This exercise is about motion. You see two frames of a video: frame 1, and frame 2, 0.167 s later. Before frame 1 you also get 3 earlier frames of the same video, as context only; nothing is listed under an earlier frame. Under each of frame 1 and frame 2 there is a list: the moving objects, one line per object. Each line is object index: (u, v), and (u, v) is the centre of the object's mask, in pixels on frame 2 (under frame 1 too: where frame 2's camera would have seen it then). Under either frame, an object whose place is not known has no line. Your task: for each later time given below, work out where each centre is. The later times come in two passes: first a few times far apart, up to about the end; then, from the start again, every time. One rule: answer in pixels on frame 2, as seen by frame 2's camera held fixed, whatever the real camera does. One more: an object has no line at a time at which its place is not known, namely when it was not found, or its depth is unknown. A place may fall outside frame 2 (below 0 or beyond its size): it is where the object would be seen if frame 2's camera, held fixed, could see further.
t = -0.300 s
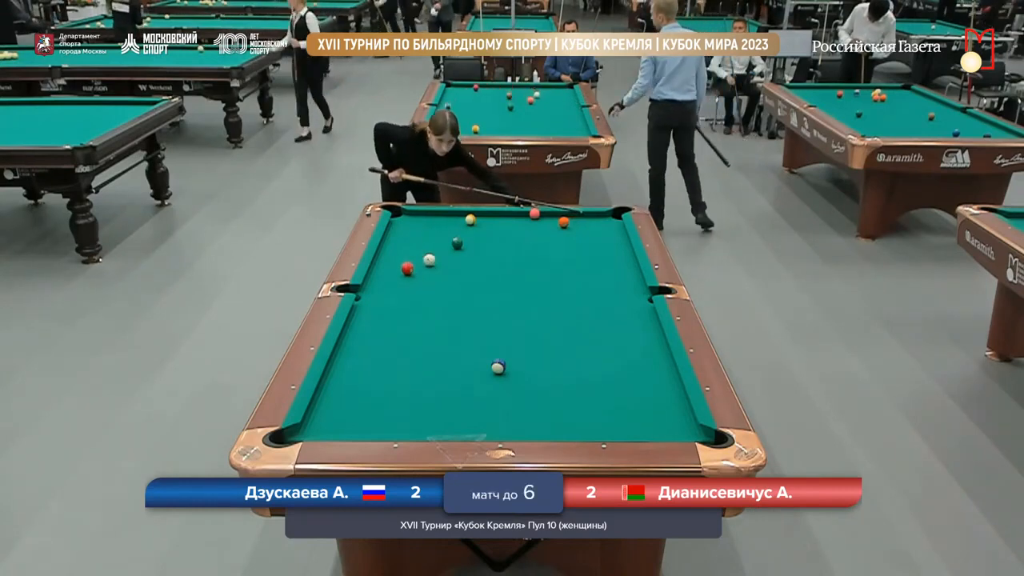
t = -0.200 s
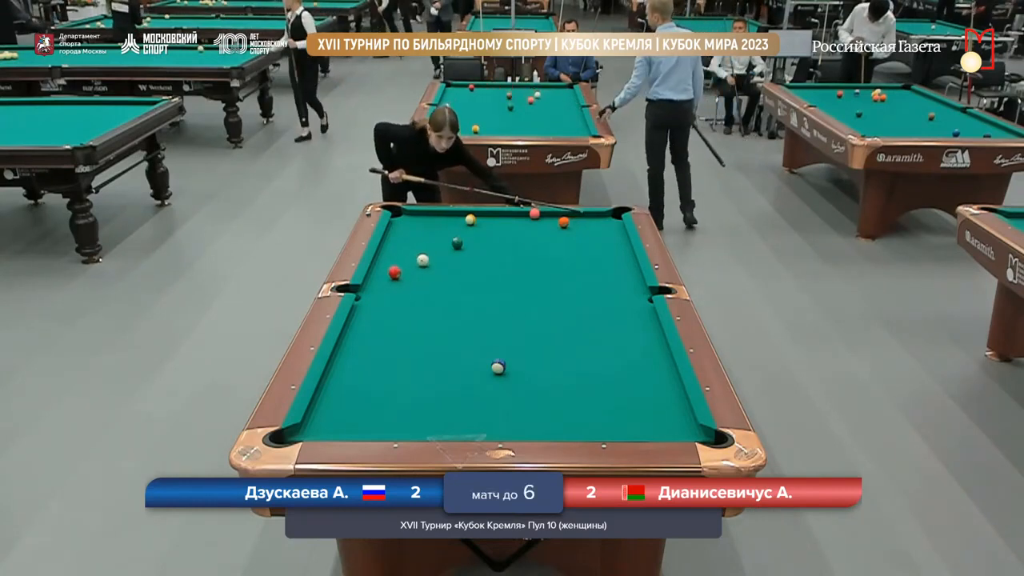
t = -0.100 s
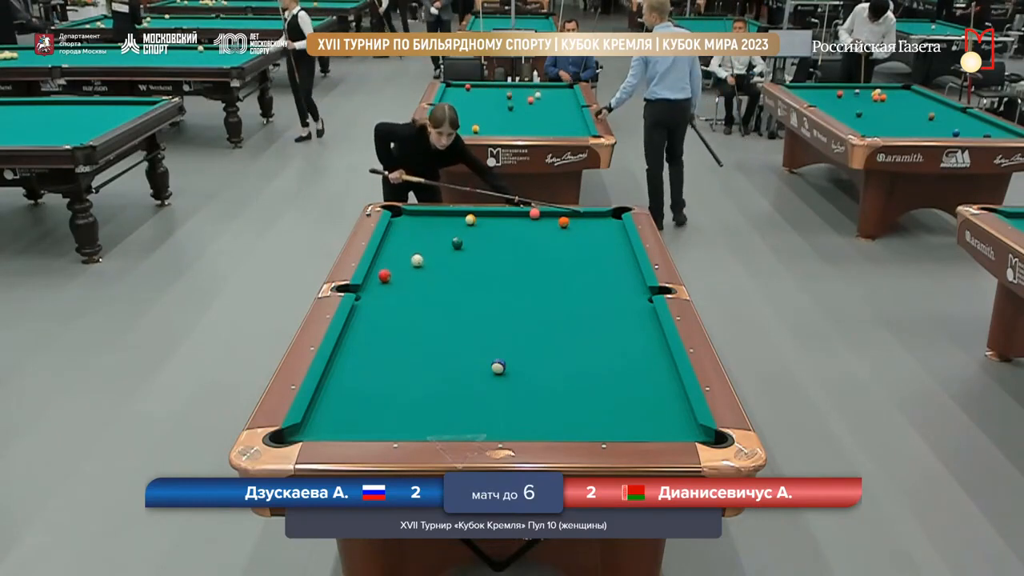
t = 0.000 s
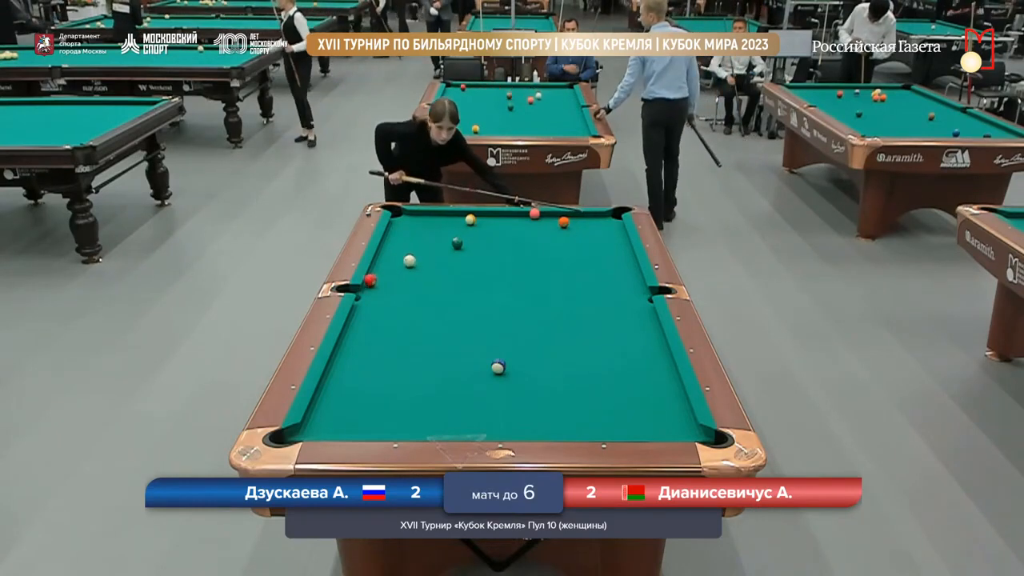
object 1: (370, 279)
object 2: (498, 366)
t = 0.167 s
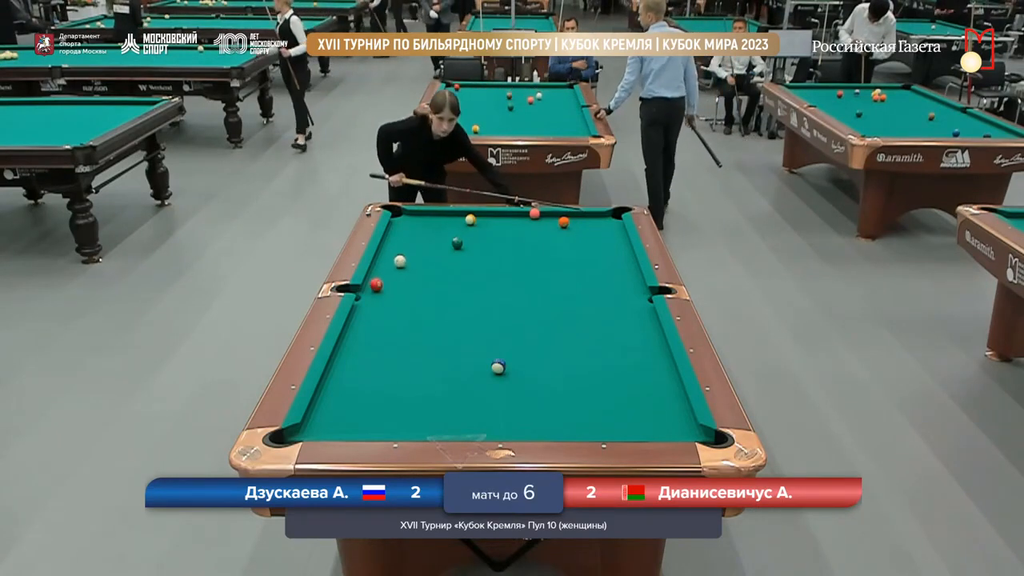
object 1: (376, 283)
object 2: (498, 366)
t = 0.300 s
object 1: (381, 287)
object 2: (498, 366)
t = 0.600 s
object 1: (393, 295)
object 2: (498, 366)
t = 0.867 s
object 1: (403, 303)
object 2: (498, 366)
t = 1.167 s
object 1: (414, 311)
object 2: (498, 366)
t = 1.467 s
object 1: (425, 319)
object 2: (498, 366)
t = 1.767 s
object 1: (435, 327)
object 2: (498, 366)
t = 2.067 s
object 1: (446, 335)
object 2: (498, 366)
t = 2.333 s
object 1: (454, 341)
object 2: (498, 366)
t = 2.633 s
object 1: (464, 349)
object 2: (498, 366)
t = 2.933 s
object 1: (473, 355)
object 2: (498, 366)
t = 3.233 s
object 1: (482, 362)
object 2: (498, 366)
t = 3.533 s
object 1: (483, 366)
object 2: (503, 367)
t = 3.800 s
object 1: (483, 369)
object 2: (508, 368)
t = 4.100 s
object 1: (483, 371)
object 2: (511, 368)
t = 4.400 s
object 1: (483, 373)
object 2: (512, 368)
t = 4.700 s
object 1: (483, 373)
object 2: (512, 368)
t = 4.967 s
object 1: (483, 373)
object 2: (512, 368)
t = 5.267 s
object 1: (483, 373)
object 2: (512, 368)
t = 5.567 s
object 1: (483, 373)
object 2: (512, 368)
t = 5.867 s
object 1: (483, 373)
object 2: (512, 368)
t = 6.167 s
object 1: (483, 372)
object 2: (512, 368)
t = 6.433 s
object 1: (483, 372)
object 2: (512, 368)
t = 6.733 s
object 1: (483, 372)
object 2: (512, 368)
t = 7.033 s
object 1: (483, 373)
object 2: (512, 368)
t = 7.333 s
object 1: (483, 372)
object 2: (512, 368)
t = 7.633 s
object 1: (483, 373)
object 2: (512, 368)
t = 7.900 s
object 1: (483, 373)
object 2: (512, 368)
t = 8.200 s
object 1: (483, 373)
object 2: (512, 368)
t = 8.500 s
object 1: (483, 373)
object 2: (512, 368)
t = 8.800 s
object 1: (483, 373)
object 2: (512, 368)
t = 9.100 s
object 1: (483, 373)
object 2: (512, 368)
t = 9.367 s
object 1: (483, 373)
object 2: (512, 368)
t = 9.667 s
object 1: (483, 373)
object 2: (512, 368)
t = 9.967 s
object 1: (483, 373)
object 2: (512, 368)
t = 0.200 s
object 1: (377, 284)
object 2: (498, 366)
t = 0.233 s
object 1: (378, 285)
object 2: (498, 366)
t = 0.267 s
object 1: (379, 286)
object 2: (498, 366)
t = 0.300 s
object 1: (381, 287)
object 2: (498, 366)
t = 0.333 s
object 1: (382, 288)
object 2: (498, 366)
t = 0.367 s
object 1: (384, 289)
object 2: (498, 366)
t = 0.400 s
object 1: (385, 290)
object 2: (498, 366)
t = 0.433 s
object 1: (386, 291)
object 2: (498, 366)
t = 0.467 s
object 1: (388, 292)
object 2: (498, 366)
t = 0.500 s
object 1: (389, 293)
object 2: (498, 366)
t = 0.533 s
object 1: (391, 294)
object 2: (498, 366)
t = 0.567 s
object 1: (392, 295)
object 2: (498, 366)
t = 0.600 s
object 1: (393, 295)
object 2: (498, 366)
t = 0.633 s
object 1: (394, 296)
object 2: (498, 366)
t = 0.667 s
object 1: (395, 297)
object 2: (498, 366)
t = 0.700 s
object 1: (396, 298)
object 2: (498, 366)
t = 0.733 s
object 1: (398, 299)
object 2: (498, 366)
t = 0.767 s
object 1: (399, 300)
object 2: (498, 366)
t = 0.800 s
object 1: (401, 301)
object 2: (498, 366)
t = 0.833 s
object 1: (402, 302)
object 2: (498, 366)
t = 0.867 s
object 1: (403, 303)
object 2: (498, 366)
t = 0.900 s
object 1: (405, 304)
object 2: (498, 366)
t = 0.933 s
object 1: (406, 305)
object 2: (498, 366)
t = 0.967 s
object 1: (406, 305)
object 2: (498, 366)
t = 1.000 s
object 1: (408, 306)
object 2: (498, 366)
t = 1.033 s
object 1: (409, 307)
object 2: (498, 366)
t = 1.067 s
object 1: (411, 308)
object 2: (498, 366)
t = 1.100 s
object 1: (412, 309)
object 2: (498, 366)
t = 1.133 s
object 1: (413, 310)
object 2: (498, 366)
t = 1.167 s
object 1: (414, 311)
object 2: (498, 366)
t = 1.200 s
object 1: (416, 312)
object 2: (498, 366)
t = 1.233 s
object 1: (417, 313)
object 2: (498, 366)
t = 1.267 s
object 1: (418, 314)
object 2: (498, 366)
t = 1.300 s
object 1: (419, 315)
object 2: (498, 366)
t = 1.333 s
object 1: (421, 316)
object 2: (498, 366)
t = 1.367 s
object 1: (422, 317)
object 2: (498, 366)
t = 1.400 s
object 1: (423, 317)
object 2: (498, 366)
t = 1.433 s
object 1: (424, 318)
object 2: (498, 366)
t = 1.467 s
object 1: (425, 319)
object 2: (498, 366)
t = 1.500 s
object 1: (426, 320)
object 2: (498, 366)
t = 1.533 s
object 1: (428, 321)
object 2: (498, 366)
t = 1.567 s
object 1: (428, 322)
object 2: (498, 366)
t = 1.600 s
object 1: (430, 323)
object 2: (498, 366)
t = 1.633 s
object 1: (431, 324)
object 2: (498, 366)
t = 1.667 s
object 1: (432, 325)
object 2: (498, 366)
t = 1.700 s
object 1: (434, 325)
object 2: (498, 366)
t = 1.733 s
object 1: (435, 326)
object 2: (498, 366)
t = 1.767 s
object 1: (435, 327)
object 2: (498, 366)
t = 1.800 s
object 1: (437, 328)
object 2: (498, 366)
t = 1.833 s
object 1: (438, 329)
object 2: (498, 366)
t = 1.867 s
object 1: (439, 330)
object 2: (498, 366)
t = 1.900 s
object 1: (440, 331)
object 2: (498, 366)
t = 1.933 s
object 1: (441, 331)
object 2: (498, 366)
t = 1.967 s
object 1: (443, 332)
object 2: (498, 366)
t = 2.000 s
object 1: (444, 333)
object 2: (498, 366)
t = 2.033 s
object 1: (445, 334)
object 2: (498, 366)
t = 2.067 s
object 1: (446, 335)
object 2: (498, 366)
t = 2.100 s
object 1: (447, 336)
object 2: (498, 366)
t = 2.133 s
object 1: (448, 337)
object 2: (498, 366)
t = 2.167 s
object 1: (449, 337)
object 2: (498, 366)
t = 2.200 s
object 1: (450, 338)
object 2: (498, 366)
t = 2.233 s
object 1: (451, 339)
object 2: (498, 366)
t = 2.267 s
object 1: (453, 340)
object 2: (498, 366)
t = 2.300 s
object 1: (454, 341)
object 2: (498, 366)
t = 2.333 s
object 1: (454, 341)
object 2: (498, 366)
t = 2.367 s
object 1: (456, 343)
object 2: (498, 366)
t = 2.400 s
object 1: (457, 344)
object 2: (498, 366)
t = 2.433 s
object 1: (458, 345)
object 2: (498, 366)
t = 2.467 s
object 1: (460, 345)
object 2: (498, 366)
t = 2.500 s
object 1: (460, 346)
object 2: (498, 366)
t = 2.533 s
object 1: (461, 347)
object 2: (498, 366)
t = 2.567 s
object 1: (462, 347)
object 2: (498, 366)
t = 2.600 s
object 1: (463, 348)
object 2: (498, 366)
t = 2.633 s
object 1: (464, 349)
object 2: (498, 366)
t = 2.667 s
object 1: (466, 350)
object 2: (498, 366)
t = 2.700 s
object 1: (466, 350)
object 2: (498, 366)
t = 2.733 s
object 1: (467, 351)
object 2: (498, 366)
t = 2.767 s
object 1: (469, 352)
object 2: (498, 366)
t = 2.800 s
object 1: (470, 353)
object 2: (498, 366)
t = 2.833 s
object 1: (471, 354)
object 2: (498, 366)
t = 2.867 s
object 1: (471, 354)
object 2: (498, 366)
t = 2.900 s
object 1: (472, 355)
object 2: (498, 366)
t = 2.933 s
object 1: (473, 355)
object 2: (498, 366)
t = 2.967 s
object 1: (474, 356)
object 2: (498, 366)
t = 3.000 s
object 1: (475, 357)
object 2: (498, 366)
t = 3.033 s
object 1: (476, 358)
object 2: (498, 366)
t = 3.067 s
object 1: (477, 358)
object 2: (498, 366)
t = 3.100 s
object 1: (478, 359)
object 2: (498, 366)
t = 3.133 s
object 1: (479, 359)
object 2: (498, 366)
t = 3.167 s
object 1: (480, 361)
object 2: (498, 366)
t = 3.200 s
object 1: (481, 362)
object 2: (498, 366)
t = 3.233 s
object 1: (482, 362)
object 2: (498, 366)
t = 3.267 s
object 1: (482, 362)
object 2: (498, 366)
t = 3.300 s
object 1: (483, 363)
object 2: (498, 366)
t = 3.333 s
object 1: (483, 363)
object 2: (499, 366)
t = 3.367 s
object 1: (483, 364)
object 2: (500, 366)
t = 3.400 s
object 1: (483, 364)
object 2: (501, 367)
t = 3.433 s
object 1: (483, 365)
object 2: (502, 367)
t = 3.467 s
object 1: (483, 365)
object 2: (502, 367)
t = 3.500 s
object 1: (483, 365)
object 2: (503, 367)
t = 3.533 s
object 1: (483, 366)
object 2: (503, 367)
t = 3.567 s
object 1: (483, 366)
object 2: (504, 367)
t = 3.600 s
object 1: (483, 367)
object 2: (505, 367)
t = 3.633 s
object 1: (483, 367)
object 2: (505, 367)
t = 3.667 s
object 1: (483, 367)
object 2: (506, 367)
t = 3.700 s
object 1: (483, 368)
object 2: (506, 367)
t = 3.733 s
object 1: (483, 368)
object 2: (507, 367)
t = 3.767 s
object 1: (483, 368)
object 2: (507, 368)
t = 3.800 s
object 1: (483, 369)
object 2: (508, 368)
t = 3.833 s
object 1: (483, 369)
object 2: (508, 368)
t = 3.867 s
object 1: (483, 369)
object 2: (508, 368)
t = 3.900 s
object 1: (483, 369)
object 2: (509, 368)
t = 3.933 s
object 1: (483, 370)
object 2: (509, 368)
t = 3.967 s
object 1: (483, 370)
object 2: (510, 368)
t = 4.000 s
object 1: (483, 370)
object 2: (510, 368)
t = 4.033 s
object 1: (483, 370)
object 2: (510, 368)
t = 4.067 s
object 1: (483, 371)
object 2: (511, 368)
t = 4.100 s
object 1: (483, 371)
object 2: (511, 368)
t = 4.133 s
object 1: (483, 371)
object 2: (511, 368)
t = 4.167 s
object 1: (483, 372)
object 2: (511, 368)
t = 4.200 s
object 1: (483, 372)
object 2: (511, 368)
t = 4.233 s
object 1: (483, 372)
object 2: (512, 368)
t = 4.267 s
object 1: (483, 372)
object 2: (512, 368)
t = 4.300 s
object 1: (483, 372)
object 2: (512, 368)
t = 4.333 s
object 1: (483, 372)
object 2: (512, 368)
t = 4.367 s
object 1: (483, 372)
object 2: (512, 368)
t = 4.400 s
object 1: (483, 373)
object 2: (512, 368)
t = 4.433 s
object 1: (483, 373)
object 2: (512, 368)
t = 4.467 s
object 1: (483, 373)
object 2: (512, 368)
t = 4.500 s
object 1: (483, 373)
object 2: (512, 368)
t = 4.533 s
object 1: (483, 373)
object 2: (512, 368)
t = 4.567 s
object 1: (483, 373)
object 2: (512, 368)
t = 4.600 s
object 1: (483, 373)
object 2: (512, 368)
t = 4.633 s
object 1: (483, 373)
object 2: (512, 368)
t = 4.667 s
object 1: (483, 373)
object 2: (512, 368)
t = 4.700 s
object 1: (483, 373)
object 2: (512, 368)
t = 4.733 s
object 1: (483, 373)
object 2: (512, 368)
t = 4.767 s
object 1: (483, 373)
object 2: (512, 368)
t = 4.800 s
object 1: (483, 373)
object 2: (512, 368)
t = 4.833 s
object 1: (483, 373)
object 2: (512, 368)
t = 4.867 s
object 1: (483, 373)
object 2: (512, 368)
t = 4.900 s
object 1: (483, 373)
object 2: (512, 368)
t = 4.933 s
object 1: (483, 373)
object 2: (512, 368)
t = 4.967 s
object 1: (483, 373)
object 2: (512, 368)
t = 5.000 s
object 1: (483, 373)
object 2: (512, 368)
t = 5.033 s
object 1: (483, 373)
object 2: (512, 368)
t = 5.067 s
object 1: (483, 373)
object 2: (512, 368)
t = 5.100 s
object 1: (483, 373)
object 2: (512, 368)
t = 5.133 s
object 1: (483, 373)
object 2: (512, 368)
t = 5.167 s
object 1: (483, 373)
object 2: (512, 368)
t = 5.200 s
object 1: (483, 373)
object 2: (512, 368)
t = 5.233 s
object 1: (483, 373)
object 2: (512, 368)
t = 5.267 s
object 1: (483, 373)
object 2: (512, 368)
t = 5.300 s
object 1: (483, 373)
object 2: (512, 368)
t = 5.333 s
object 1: (483, 373)
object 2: (512, 368)
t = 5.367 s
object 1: (483, 373)
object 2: (512, 368)
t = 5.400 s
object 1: (483, 373)
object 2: (512, 368)
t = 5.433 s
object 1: (483, 373)
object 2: (512, 368)
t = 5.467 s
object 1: (483, 373)
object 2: (512, 368)
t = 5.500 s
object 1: (483, 373)
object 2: (512, 368)
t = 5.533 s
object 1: (483, 373)
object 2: (512, 368)
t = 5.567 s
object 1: (483, 373)
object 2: (512, 368)
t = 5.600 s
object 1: (483, 373)
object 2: (512, 368)
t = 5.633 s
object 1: (483, 373)
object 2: (512, 368)
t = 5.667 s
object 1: (483, 373)
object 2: (512, 368)
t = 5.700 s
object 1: (483, 373)
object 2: (512, 368)
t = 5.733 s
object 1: (483, 373)
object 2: (512, 368)
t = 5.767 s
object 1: (483, 373)
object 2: (512, 368)
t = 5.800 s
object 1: (483, 373)
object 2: (512, 368)
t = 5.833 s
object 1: (483, 373)
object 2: (512, 368)
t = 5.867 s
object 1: (483, 373)
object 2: (512, 368)
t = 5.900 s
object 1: (483, 373)
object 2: (512, 368)
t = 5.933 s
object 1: (483, 373)
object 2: (512, 368)
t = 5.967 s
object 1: (483, 373)
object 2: (512, 368)
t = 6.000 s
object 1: (483, 373)
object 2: (512, 368)
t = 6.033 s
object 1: (483, 373)
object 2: (512, 368)
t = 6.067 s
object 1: (483, 373)
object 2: (512, 368)
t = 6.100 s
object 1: (483, 373)
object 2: (512, 368)
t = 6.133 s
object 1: (483, 372)
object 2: (512, 368)
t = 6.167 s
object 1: (483, 372)
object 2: (512, 368)
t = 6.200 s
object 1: (483, 372)
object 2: (512, 368)
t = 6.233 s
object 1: (483, 372)
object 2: (512, 368)
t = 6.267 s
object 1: (483, 372)
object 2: (512, 368)
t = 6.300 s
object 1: (483, 372)
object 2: (512, 368)
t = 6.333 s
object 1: (483, 372)
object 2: (512, 368)
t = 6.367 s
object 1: (483, 372)
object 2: (512, 368)
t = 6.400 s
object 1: (483, 372)
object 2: (512, 368)
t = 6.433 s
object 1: (483, 372)
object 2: (512, 368)
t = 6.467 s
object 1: (483, 372)
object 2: (512, 368)
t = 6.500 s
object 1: (483, 372)
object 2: (512, 368)
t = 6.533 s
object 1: (483, 372)
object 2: (512, 368)
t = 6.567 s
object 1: (483, 372)
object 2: (512, 368)
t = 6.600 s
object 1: (483, 372)
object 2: (512, 368)
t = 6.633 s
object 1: (483, 372)
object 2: (512, 368)
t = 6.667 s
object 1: (483, 372)
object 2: (512, 368)
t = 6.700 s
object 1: (483, 372)
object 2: (512, 368)
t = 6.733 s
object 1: (483, 372)
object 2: (512, 368)
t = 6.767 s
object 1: (483, 373)
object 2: (512, 368)
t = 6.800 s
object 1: (483, 372)
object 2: (512, 368)
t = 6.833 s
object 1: (483, 372)
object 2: (512, 368)
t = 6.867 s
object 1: (483, 372)
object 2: (512, 368)
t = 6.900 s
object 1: (483, 373)
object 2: (512, 368)
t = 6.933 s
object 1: (483, 373)
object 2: (512, 368)
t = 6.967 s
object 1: (483, 373)
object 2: (512, 368)
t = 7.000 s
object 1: (483, 372)
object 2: (512, 368)
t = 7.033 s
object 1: (483, 373)
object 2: (512, 368)
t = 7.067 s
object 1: (483, 373)
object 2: (512, 368)
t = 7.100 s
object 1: (483, 372)
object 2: (512, 368)
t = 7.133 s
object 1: (483, 372)
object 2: (512, 368)
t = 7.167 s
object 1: (483, 373)
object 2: (512, 368)
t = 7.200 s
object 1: (483, 372)
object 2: (512, 368)
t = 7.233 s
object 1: (483, 372)
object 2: (512, 368)
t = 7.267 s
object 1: (483, 372)
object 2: (512, 368)
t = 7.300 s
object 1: (483, 372)
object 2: (512, 368)
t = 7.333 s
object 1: (483, 372)
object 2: (512, 368)
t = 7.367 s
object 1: (483, 372)
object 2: (512, 368)
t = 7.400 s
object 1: (483, 373)
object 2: (512, 368)
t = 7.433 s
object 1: (483, 372)
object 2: (512, 368)
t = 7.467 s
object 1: (483, 373)
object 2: (512, 368)
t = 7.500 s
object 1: (483, 373)
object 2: (512, 368)
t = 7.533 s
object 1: (483, 373)
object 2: (512, 368)
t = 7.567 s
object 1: (483, 373)
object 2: (512, 368)
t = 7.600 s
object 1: (483, 373)
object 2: (512, 368)
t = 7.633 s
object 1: (483, 373)
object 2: (512, 368)
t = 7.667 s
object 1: (483, 373)
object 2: (512, 368)
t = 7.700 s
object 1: (483, 373)
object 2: (512, 368)
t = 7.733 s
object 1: (483, 373)
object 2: (512, 368)
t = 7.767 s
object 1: (483, 373)
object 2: (512, 368)
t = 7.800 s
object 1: (483, 373)
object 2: (512, 368)
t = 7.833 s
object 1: (483, 373)
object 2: (512, 368)
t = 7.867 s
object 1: (483, 373)
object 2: (512, 368)
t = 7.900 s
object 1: (483, 373)
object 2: (512, 368)
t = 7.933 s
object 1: (483, 373)
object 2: (512, 368)
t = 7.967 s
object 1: (483, 373)
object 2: (512, 368)
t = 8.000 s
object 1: (483, 373)
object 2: (512, 368)
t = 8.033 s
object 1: (483, 373)
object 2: (512, 368)
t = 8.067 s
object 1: (483, 373)
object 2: (512, 368)
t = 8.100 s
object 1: (483, 373)
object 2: (512, 368)
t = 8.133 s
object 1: (483, 373)
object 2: (512, 368)
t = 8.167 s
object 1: (483, 373)
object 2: (512, 368)
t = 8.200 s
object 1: (483, 373)
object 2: (512, 368)
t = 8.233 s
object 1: (483, 373)
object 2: (512, 368)
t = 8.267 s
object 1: (483, 373)
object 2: (512, 368)
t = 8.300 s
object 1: (483, 373)
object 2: (512, 368)
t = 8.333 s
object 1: (483, 373)
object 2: (512, 368)
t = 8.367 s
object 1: (483, 373)
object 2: (512, 368)
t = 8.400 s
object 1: (483, 373)
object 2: (512, 368)
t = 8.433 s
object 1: (483, 373)
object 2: (512, 368)
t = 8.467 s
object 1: (483, 373)
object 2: (512, 368)
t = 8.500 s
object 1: (483, 373)
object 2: (512, 368)
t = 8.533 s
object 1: (483, 373)
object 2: (512, 368)
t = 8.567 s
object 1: (483, 373)
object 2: (512, 368)
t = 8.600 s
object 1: (483, 373)
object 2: (512, 368)
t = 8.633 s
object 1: (483, 373)
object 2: (512, 368)
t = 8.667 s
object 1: (483, 373)
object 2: (512, 368)
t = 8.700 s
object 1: (483, 373)
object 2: (512, 368)
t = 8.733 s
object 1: (483, 373)
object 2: (512, 368)
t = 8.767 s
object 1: (483, 373)
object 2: (512, 368)
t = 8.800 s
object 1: (483, 373)
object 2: (512, 368)
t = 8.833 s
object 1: (483, 373)
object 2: (512, 368)
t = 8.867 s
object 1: (483, 373)
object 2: (512, 368)
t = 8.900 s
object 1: (483, 373)
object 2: (512, 368)
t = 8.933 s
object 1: (483, 373)
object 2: (512, 368)
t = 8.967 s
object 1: (483, 373)
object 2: (512, 368)
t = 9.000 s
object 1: (483, 373)
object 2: (512, 368)
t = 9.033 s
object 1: (483, 373)
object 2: (512, 368)
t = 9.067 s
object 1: (483, 373)
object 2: (512, 368)
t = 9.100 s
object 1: (483, 373)
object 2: (512, 368)
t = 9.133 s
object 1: (483, 373)
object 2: (512, 368)
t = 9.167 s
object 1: (483, 373)
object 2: (512, 368)
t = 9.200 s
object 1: (483, 373)
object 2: (512, 368)
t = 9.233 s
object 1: (483, 373)
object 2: (512, 368)
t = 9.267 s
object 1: (483, 373)
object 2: (512, 368)
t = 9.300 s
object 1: (483, 373)
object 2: (512, 368)
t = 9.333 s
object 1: (483, 373)
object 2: (512, 368)
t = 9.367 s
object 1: (483, 373)
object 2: (512, 368)
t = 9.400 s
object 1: (483, 373)
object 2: (512, 368)
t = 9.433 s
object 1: (483, 373)
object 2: (512, 368)
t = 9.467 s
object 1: (483, 373)
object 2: (512, 368)
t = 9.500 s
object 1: (483, 373)
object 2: (512, 368)
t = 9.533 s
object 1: (483, 373)
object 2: (512, 368)
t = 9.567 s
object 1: (483, 373)
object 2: (512, 368)
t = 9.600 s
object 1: (483, 373)
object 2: (512, 368)
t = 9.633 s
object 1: (483, 373)
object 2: (512, 368)
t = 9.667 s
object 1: (483, 373)
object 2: (512, 368)
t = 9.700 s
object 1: (483, 373)
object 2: (512, 368)
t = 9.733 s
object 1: (483, 373)
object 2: (512, 368)
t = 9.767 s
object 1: (483, 373)
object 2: (512, 368)
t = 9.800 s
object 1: (483, 373)
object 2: (512, 368)
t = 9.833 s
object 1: (483, 373)
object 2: (512, 368)
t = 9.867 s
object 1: (483, 373)
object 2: (512, 368)
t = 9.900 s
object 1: (483, 373)
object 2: (512, 368)
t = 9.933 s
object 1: (483, 373)
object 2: (512, 368)
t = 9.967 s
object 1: (483, 373)
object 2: (512, 368)
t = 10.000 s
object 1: (483, 373)
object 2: (512, 368)
